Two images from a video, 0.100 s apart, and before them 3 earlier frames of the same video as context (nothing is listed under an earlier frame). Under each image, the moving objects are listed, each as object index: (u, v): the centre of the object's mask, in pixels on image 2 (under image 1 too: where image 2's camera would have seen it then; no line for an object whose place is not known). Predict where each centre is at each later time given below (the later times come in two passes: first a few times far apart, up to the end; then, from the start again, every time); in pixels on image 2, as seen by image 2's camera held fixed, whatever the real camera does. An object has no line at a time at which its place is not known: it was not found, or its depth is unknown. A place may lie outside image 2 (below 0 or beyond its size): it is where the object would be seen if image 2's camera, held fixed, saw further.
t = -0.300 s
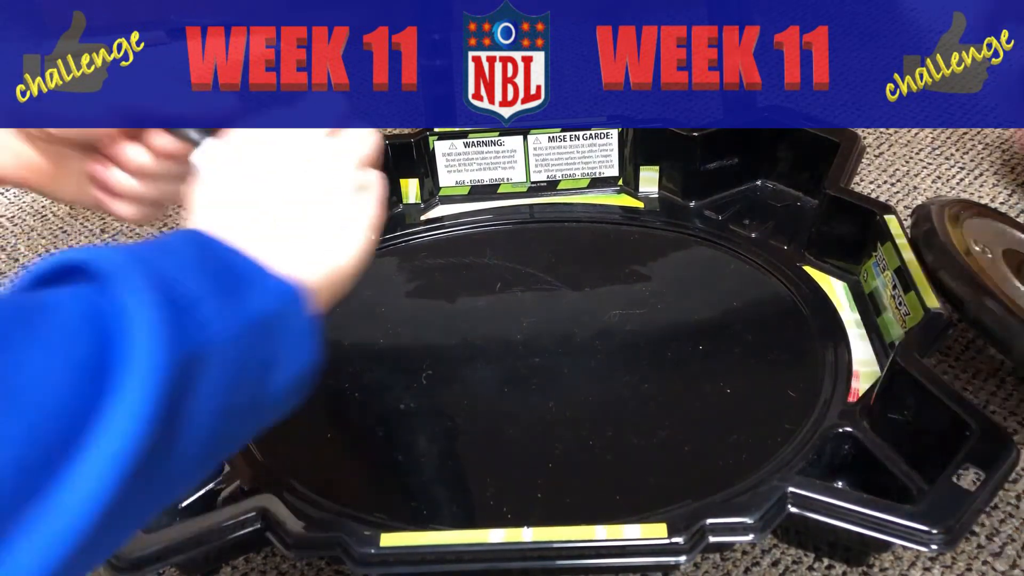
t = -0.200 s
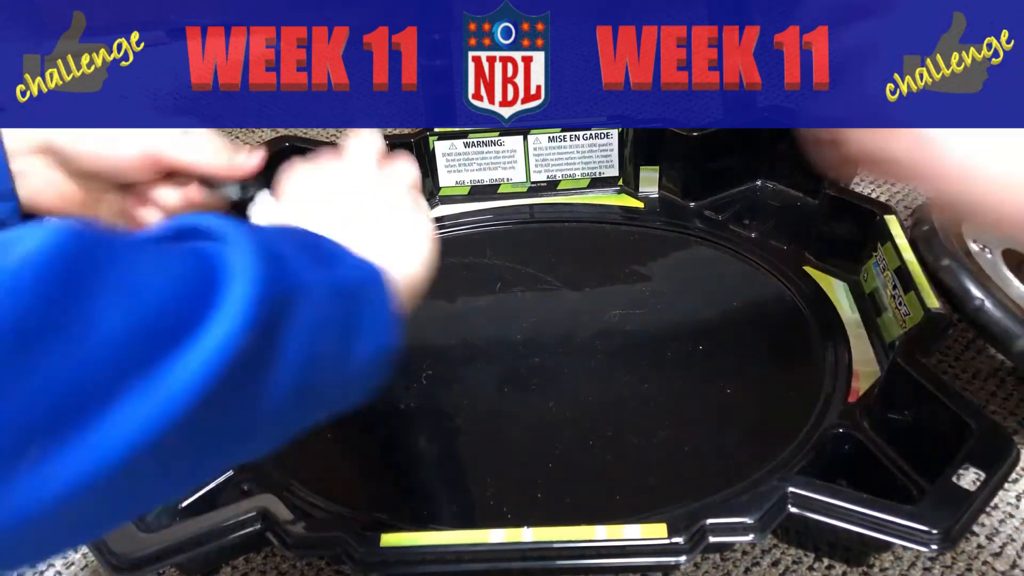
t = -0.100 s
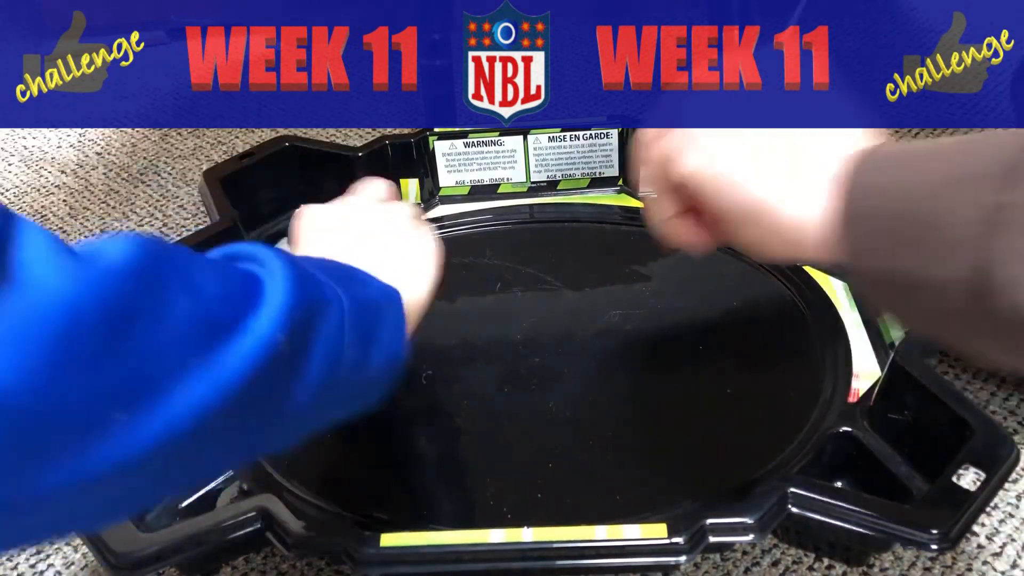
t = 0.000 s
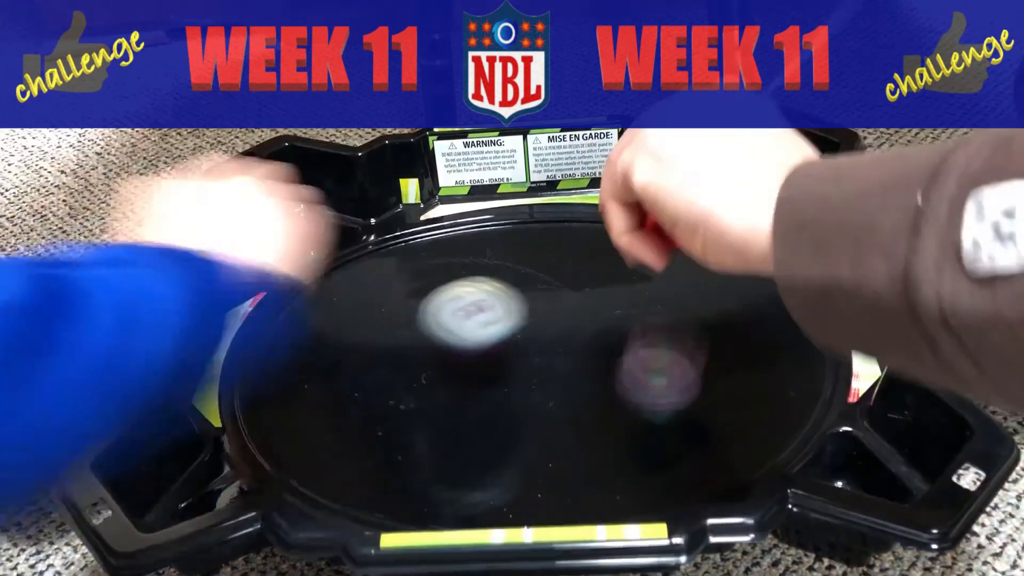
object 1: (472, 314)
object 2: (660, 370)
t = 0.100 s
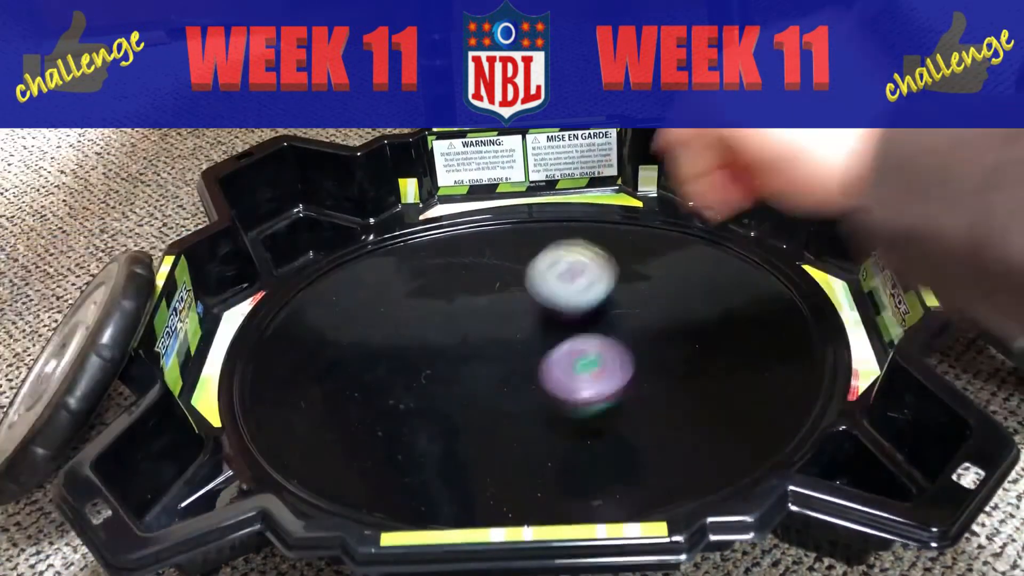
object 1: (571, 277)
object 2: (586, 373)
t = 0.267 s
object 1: (602, 207)
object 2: (490, 375)
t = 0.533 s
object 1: (455, 215)
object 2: (483, 354)
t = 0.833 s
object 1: (412, 352)
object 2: (500, 327)
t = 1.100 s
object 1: (706, 313)
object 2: (516, 316)
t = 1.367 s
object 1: (580, 233)
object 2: (529, 332)
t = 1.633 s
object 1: (491, 353)
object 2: (586, 353)
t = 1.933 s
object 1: (678, 411)
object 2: (690, 304)
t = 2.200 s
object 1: (753, 257)
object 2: (652, 295)
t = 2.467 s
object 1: (453, 312)
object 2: (562, 345)
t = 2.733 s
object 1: (452, 476)
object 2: (510, 400)
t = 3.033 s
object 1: (724, 358)
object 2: (486, 411)
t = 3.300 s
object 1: (471, 271)
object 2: (473, 384)
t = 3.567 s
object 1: (268, 409)
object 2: (474, 343)
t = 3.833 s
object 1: (578, 429)
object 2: (469, 310)
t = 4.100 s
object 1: (552, 252)
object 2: (494, 306)
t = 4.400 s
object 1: (356, 266)
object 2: (534, 346)
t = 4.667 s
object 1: (416, 384)
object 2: (605, 359)
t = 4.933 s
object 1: (567, 334)
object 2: (708, 333)
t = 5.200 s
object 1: (474, 304)
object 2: (666, 334)
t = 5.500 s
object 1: (478, 379)
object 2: (574, 356)
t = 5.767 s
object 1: (531, 403)
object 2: (581, 329)
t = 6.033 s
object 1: (532, 357)
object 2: (520, 295)
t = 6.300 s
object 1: (446, 363)
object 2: (479, 291)
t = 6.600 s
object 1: (518, 372)
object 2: (477, 316)
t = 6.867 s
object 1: (600, 343)
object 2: (468, 317)
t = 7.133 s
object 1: (555, 302)
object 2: (468, 358)
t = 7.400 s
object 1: (522, 325)
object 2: (455, 402)
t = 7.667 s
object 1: (594, 359)
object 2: (476, 404)
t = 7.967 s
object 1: (618, 312)
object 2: (512, 380)
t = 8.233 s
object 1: (556, 280)
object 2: (455, 399)
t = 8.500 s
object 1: (504, 332)
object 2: (464, 401)
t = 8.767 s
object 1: (603, 324)
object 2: (473, 405)
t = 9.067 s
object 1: (600, 288)
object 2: (518, 374)
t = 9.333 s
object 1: (585, 309)
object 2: (516, 389)
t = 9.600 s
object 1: (585, 308)
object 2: (515, 396)
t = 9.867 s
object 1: (602, 343)
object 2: (508, 382)
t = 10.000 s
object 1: (623, 337)
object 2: (508, 369)
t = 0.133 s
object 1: (587, 257)
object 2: (562, 387)
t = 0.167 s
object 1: (601, 244)
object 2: (541, 383)
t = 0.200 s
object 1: (605, 231)
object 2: (521, 383)
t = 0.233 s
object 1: (607, 218)
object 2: (504, 380)
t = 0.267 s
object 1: (602, 207)
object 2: (490, 375)
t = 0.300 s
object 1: (589, 199)
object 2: (480, 370)
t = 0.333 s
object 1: (574, 202)
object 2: (472, 366)
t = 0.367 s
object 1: (558, 207)
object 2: (467, 362)
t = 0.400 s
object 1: (540, 210)
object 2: (467, 359)
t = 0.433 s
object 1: (521, 211)
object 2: (469, 357)
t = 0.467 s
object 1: (502, 212)
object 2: (472, 357)
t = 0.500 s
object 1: (480, 214)
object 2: (477, 356)
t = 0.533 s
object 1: (455, 215)
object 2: (483, 354)
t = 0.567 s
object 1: (428, 221)
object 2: (488, 352)
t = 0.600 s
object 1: (403, 228)
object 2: (492, 349)
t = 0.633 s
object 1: (381, 237)
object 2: (495, 346)
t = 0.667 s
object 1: (366, 250)
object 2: (498, 342)
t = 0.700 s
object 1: (357, 265)
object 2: (499, 338)
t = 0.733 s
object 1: (356, 284)
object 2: (499, 334)
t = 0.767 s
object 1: (364, 307)
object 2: (499, 332)
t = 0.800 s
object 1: (382, 330)
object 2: (500, 329)
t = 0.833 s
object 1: (412, 352)
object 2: (500, 327)
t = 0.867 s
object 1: (448, 368)
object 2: (504, 322)
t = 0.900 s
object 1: (486, 378)
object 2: (506, 317)
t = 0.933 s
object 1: (525, 382)
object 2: (507, 315)
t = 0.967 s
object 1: (567, 381)
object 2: (510, 317)
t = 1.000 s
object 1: (610, 371)
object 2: (512, 317)
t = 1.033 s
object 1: (651, 356)
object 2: (513, 316)
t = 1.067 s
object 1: (683, 335)
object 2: (515, 316)
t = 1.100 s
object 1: (706, 313)
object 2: (516, 316)
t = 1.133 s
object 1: (723, 289)
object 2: (517, 316)
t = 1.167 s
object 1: (734, 262)
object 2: (518, 318)
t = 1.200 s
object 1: (739, 236)
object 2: (519, 319)
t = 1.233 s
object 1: (714, 222)
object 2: (520, 322)
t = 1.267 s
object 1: (676, 224)
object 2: (522, 324)
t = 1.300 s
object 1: (641, 231)
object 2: (525, 326)
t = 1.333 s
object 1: (607, 231)
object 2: (528, 329)
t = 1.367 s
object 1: (580, 233)
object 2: (529, 332)
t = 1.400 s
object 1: (556, 236)
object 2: (531, 334)
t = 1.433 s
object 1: (534, 244)
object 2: (535, 338)
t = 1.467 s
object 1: (515, 257)
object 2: (541, 340)
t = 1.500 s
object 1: (499, 272)
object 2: (549, 343)
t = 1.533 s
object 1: (489, 292)
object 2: (556, 345)
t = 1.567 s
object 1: (485, 314)
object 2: (563, 347)
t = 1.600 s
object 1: (486, 336)
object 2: (574, 350)
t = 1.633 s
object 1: (491, 353)
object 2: (586, 353)
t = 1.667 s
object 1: (500, 367)
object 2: (596, 354)
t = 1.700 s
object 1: (516, 379)
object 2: (604, 353)
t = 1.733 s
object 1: (539, 385)
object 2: (613, 351)
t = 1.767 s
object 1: (558, 391)
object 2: (629, 345)
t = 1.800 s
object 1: (569, 404)
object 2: (650, 335)
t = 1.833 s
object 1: (588, 413)
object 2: (666, 326)
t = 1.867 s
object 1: (612, 416)
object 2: (678, 318)
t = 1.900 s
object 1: (642, 415)
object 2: (686, 310)
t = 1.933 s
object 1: (678, 411)
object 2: (690, 304)
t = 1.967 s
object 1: (715, 401)
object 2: (691, 299)
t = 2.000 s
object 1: (752, 385)
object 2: (690, 296)
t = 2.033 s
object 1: (780, 367)
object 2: (685, 293)
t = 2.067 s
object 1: (798, 342)
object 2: (681, 291)
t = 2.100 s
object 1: (804, 321)
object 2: (675, 290)
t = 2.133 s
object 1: (798, 295)
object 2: (669, 291)
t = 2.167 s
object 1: (779, 274)
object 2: (661, 293)
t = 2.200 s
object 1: (753, 257)
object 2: (652, 295)
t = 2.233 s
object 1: (721, 247)
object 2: (642, 298)
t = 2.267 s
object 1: (684, 243)
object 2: (631, 302)
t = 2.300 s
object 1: (646, 244)
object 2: (619, 308)
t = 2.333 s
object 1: (603, 249)
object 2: (607, 315)
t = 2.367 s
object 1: (565, 258)
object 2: (595, 322)
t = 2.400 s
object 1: (523, 273)
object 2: (583, 330)
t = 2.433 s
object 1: (487, 290)
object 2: (572, 337)
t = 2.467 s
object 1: (453, 312)
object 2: (562, 345)
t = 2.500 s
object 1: (426, 333)
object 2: (553, 353)
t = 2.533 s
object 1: (405, 361)
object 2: (546, 361)
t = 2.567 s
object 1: (391, 386)
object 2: (538, 369)
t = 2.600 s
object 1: (386, 411)
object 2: (530, 377)
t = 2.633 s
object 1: (388, 432)
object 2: (525, 384)
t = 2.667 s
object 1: (401, 451)
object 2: (519, 390)
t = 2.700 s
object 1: (422, 464)
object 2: (514, 395)
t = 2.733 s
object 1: (452, 476)
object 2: (510, 400)
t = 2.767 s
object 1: (491, 484)
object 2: (507, 404)
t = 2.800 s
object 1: (534, 485)
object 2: (504, 408)
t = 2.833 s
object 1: (578, 482)
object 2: (501, 410)
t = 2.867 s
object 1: (624, 470)
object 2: (497, 412)
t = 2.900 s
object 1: (663, 453)
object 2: (495, 413)
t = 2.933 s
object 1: (694, 433)
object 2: (493, 413)
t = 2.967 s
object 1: (716, 408)
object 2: (491, 413)
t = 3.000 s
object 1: (726, 383)
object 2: (489, 412)
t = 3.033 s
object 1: (724, 358)
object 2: (486, 411)
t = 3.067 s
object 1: (710, 331)
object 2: (484, 410)
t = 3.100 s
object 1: (687, 310)
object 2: (482, 408)
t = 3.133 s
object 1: (662, 293)
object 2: (479, 405)
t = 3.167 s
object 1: (632, 280)
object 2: (477, 402)
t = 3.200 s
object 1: (597, 273)
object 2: (476, 398)
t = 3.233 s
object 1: (558, 269)
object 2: (475, 394)
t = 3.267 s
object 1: (514, 267)
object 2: (475, 389)
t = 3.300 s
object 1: (471, 271)
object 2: (473, 384)
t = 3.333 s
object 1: (433, 279)
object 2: (473, 379)
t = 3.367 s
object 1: (402, 288)
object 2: (473, 374)
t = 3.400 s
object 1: (369, 304)
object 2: (474, 370)
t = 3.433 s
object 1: (336, 322)
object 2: (475, 365)
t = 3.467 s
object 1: (306, 343)
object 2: (476, 359)
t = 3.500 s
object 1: (283, 365)
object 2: (477, 354)
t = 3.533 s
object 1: (267, 389)
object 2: (476, 348)
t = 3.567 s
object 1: (268, 409)
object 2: (474, 343)
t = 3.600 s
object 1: (296, 430)
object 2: (473, 337)
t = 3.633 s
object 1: (333, 445)
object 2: (471, 332)
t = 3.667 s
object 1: (371, 457)
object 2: (469, 328)
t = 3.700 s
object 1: (414, 464)
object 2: (469, 324)
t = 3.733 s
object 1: (457, 465)
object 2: (469, 320)
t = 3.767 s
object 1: (500, 459)
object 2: (468, 316)
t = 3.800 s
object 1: (541, 447)
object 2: (468, 313)
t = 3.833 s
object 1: (578, 429)
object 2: (469, 310)
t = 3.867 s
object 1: (605, 407)
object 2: (470, 308)
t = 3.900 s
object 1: (622, 383)
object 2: (472, 306)
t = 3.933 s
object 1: (629, 355)
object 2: (475, 306)
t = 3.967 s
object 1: (626, 324)
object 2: (479, 305)
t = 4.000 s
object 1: (613, 300)
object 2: (483, 305)
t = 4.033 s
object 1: (596, 278)
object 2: (487, 305)
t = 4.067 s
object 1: (574, 262)
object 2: (490, 306)
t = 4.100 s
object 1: (552, 252)
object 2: (494, 306)
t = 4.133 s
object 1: (530, 247)
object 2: (498, 307)
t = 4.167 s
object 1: (507, 243)
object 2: (499, 310)
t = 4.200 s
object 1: (484, 242)
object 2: (501, 317)
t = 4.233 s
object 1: (461, 242)
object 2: (504, 324)
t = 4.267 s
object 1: (435, 243)
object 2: (507, 330)
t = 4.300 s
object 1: (410, 245)
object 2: (511, 335)
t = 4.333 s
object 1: (389, 250)
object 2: (518, 340)
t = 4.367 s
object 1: (371, 257)
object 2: (526, 343)
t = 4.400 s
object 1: (356, 266)
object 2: (534, 346)
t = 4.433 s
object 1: (343, 276)
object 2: (544, 348)
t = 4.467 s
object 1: (333, 290)
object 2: (553, 351)
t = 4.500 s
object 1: (328, 305)
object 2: (563, 353)
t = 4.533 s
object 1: (330, 322)
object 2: (572, 356)
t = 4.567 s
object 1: (339, 340)
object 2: (581, 357)
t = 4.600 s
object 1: (357, 359)
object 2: (590, 357)
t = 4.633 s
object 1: (383, 374)
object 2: (598, 358)
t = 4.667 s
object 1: (416, 384)
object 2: (605, 359)
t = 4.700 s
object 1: (455, 388)
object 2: (612, 358)
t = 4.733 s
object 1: (496, 385)
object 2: (617, 359)
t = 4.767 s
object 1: (533, 377)
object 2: (623, 358)
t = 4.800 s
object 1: (547, 367)
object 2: (649, 351)
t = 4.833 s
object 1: (556, 361)
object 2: (673, 347)
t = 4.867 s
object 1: (562, 353)
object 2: (691, 342)
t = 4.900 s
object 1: (566, 344)
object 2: (703, 337)
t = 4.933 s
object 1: (567, 334)
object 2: (708, 333)
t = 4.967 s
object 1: (564, 326)
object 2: (710, 330)
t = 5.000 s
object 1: (557, 318)
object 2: (708, 328)
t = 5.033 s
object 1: (547, 312)
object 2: (705, 327)
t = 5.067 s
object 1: (534, 308)
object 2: (699, 327)
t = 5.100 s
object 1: (520, 304)
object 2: (693, 328)
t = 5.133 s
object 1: (505, 302)
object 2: (684, 330)
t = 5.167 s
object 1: (490, 302)
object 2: (675, 332)
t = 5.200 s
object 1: (474, 304)
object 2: (666, 334)
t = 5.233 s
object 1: (460, 308)
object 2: (656, 336)
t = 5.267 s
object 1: (448, 315)
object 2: (646, 339)
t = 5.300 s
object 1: (438, 324)
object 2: (636, 341)
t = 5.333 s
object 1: (432, 335)
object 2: (627, 344)
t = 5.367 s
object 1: (432, 346)
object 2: (617, 347)
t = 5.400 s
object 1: (436, 357)
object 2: (607, 350)
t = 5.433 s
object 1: (446, 366)
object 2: (596, 352)
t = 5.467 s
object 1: (461, 374)
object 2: (585, 354)
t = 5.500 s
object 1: (478, 379)
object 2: (574, 356)
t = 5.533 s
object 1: (490, 384)
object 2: (572, 355)
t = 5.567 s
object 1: (486, 391)
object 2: (584, 350)
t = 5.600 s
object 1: (486, 397)
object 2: (594, 345)
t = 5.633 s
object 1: (489, 402)
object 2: (599, 341)
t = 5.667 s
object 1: (496, 405)
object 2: (598, 337)
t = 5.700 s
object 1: (507, 407)
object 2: (595, 334)
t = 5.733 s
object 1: (519, 407)
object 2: (588, 331)
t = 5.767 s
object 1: (531, 403)
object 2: (581, 329)
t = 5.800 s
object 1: (543, 397)
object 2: (574, 327)
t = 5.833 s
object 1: (552, 390)
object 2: (566, 324)
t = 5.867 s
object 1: (557, 382)
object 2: (558, 319)
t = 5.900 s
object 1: (557, 376)
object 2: (550, 313)
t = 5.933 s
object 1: (554, 370)
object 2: (542, 308)
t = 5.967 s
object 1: (549, 364)
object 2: (534, 302)
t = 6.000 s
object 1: (541, 359)
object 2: (526, 298)
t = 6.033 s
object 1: (532, 357)
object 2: (520, 295)
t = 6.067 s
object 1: (521, 356)
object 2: (514, 293)
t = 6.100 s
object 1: (509, 354)
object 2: (507, 290)
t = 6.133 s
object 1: (496, 353)
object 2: (502, 289)
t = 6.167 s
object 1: (481, 352)
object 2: (496, 288)
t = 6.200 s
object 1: (470, 351)
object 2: (491, 288)
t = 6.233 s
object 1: (461, 354)
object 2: (487, 289)
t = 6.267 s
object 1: (452, 358)
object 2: (482, 290)
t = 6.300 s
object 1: (446, 363)
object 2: (479, 291)
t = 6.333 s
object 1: (443, 369)
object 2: (477, 293)
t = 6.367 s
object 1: (443, 374)
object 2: (476, 295)
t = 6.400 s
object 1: (447, 381)
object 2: (475, 298)
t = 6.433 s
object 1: (455, 385)
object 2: (474, 300)
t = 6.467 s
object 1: (466, 387)
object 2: (474, 304)
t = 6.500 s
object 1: (480, 387)
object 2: (474, 307)
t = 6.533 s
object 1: (494, 384)
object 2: (475, 311)
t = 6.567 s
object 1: (506, 380)
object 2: (477, 314)
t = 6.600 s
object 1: (518, 372)
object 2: (477, 316)
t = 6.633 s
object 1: (527, 365)
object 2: (478, 318)
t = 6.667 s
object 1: (539, 367)
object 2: (476, 314)
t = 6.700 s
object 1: (551, 368)
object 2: (473, 310)
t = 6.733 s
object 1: (562, 367)
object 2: (470, 308)
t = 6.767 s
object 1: (575, 364)
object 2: (468, 308)
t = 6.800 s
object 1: (586, 359)
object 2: (467, 311)
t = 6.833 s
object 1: (594, 352)
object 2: (467, 314)
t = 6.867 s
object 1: (600, 343)
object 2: (468, 317)
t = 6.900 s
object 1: (602, 335)
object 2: (470, 322)
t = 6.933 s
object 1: (600, 327)
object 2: (471, 326)
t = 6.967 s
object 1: (594, 320)
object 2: (474, 330)
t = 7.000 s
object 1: (586, 315)
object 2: (477, 334)
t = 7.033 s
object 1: (575, 310)
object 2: (480, 338)
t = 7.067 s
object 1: (563, 308)
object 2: (483, 343)
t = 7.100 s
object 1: (555, 305)
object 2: (480, 349)
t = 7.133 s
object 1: (555, 302)
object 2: (468, 358)
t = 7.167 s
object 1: (552, 298)
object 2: (461, 367)
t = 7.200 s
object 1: (547, 297)
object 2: (457, 374)
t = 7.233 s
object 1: (540, 296)
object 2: (456, 380)
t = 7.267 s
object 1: (533, 298)
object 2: (455, 386)
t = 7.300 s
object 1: (527, 304)
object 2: (455, 390)
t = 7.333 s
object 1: (523, 310)
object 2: (454, 395)
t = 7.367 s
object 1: (521, 318)
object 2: (455, 398)
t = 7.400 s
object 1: (522, 325)
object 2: (455, 402)
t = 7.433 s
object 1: (525, 333)
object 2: (457, 405)
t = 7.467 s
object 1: (532, 339)
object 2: (458, 406)
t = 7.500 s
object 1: (540, 344)
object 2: (460, 407)
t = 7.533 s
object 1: (550, 348)
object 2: (463, 407)
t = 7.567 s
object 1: (560, 353)
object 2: (466, 407)
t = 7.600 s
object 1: (572, 358)
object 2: (469, 407)
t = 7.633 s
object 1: (583, 359)
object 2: (473, 406)
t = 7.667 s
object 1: (594, 359)
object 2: (476, 404)
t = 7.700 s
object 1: (604, 357)
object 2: (479, 403)
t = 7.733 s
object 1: (614, 353)
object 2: (483, 401)
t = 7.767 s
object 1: (623, 349)
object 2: (486, 399)
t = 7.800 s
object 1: (630, 343)
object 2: (490, 397)
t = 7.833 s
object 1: (635, 336)
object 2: (494, 394)
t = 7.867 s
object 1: (637, 328)
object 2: (499, 390)
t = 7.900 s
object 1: (634, 322)
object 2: (503, 387)
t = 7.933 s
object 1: (627, 315)
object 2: (507, 384)
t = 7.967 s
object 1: (618, 312)
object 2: (512, 380)
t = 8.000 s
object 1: (605, 309)
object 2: (517, 376)
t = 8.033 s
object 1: (591, 309)
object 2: (521, 372)
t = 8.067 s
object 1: (576, 311)
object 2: (525, 369)
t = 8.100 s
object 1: (571, 305)
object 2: (514, 373)
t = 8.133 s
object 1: (571, 297)
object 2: (495, 382)
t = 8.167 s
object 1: (569, 289)
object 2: (478, 390)
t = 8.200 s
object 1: (564, 284)
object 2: (464, 396)
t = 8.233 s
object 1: (556, 280)
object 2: (455, 399)
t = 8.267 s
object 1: (546, 280)
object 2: (451, 400)
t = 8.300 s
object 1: (535, 282)
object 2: (450, 402)
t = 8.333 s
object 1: (524, 286)
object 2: (451, 404)
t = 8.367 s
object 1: (515, 293)
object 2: (453, 404)
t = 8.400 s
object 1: (507, 301)
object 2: (455, 404)
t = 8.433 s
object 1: (503, 311)
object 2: (458, 403)
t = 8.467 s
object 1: (501, 322)
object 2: (461, 402)
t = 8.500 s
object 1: (504, 332)
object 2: (464, 401)
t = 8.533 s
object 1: (511, 340)
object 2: (465, 401)
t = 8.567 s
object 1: (526, 340)
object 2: (461, 406)
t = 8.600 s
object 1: (540, 339)
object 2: (459, 409)
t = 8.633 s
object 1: (556, 337)
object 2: (460, 410)
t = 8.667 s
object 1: (569, 335)
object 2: (463, 410)
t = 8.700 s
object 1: (581, 333)
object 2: (465, 409)
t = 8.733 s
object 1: (593, 329)
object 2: (469, 407)
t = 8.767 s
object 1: (603, 324)
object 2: (473, 405)
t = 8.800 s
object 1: (611, 320)
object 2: (477, 402)
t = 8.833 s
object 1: (618, 314)
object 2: (481, 399)
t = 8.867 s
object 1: (623, 307)
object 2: (486, 396)
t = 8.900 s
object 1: (627, 302)
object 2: (491, 392)
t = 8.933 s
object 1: (627, 296)
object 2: (495, 389)
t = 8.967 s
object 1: (625, 291)
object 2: (500, 385)
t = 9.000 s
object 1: (619, 288)
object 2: (507, 382)
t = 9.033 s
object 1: (611, 287)
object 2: (513, 378)
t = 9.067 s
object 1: (600, 288)
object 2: (518, 374)
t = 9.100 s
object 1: (590, 293)
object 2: (523, 370)
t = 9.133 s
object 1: (579, 298)
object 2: (528, 366)
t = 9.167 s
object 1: (572, 305)
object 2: (530, 365)
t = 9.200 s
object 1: (570, 308)
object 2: (529, 369)
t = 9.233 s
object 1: (570, 311)
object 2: (528, 372)
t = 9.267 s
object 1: (573, 312)
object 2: (523, 378)
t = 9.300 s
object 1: (580, 311)
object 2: (518, 384)
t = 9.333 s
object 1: (585, 309)
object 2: (516, 389)
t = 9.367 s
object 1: (589, 307)
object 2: (516, 392)
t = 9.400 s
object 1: (593, 305)
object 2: (516, 394)
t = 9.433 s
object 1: (595, 303)
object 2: (516, 395)
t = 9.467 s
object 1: (596, 301)
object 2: (516, 396)
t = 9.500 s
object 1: (595, 302)
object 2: (515, 397)
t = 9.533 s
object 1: (592, 302)
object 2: (515, 397)
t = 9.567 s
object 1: (589, 305)
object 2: (515, 396)
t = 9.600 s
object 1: (585, 308)
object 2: (515, 396)
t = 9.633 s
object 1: (581, 313)
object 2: (514, 395)
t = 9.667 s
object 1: (579, 319)
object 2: (515, 393)
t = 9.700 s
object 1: (577, 326)
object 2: (515, 391)
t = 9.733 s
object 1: (576, 332)
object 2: (515, 389)
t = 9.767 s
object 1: (579, 338)
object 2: (514, 387)
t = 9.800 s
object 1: (587, 341)
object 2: (510, 386)
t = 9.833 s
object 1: (594, 343)
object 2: (508, 385)
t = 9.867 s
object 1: (602, 343)
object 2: (508, 382)
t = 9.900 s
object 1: (609, 343)
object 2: (507, 379)
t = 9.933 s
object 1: (615, 341)
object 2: (508, 376)
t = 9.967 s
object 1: (620, 339)
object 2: (508, 373)
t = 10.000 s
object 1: (623, 337)
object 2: (508, 369)
